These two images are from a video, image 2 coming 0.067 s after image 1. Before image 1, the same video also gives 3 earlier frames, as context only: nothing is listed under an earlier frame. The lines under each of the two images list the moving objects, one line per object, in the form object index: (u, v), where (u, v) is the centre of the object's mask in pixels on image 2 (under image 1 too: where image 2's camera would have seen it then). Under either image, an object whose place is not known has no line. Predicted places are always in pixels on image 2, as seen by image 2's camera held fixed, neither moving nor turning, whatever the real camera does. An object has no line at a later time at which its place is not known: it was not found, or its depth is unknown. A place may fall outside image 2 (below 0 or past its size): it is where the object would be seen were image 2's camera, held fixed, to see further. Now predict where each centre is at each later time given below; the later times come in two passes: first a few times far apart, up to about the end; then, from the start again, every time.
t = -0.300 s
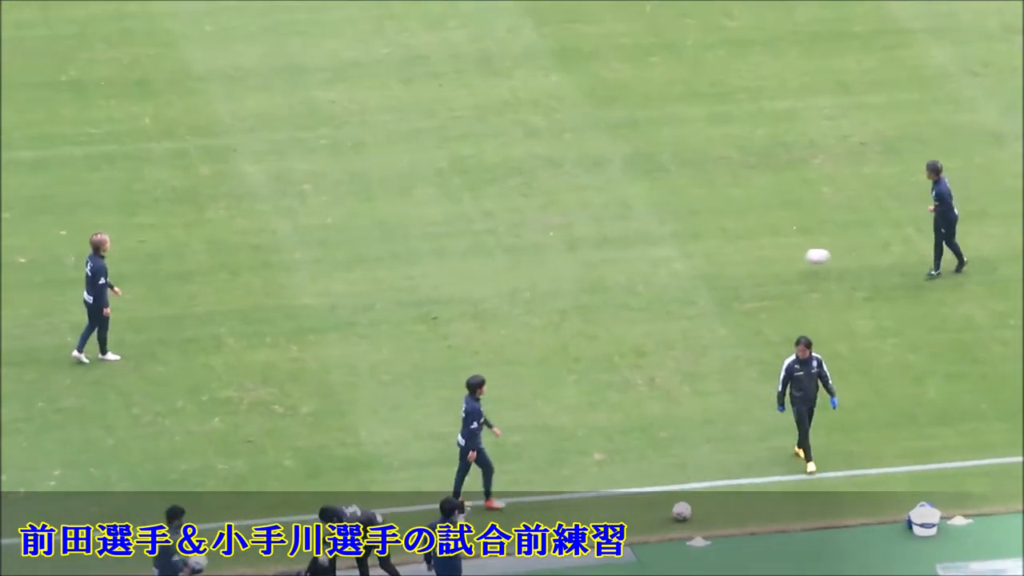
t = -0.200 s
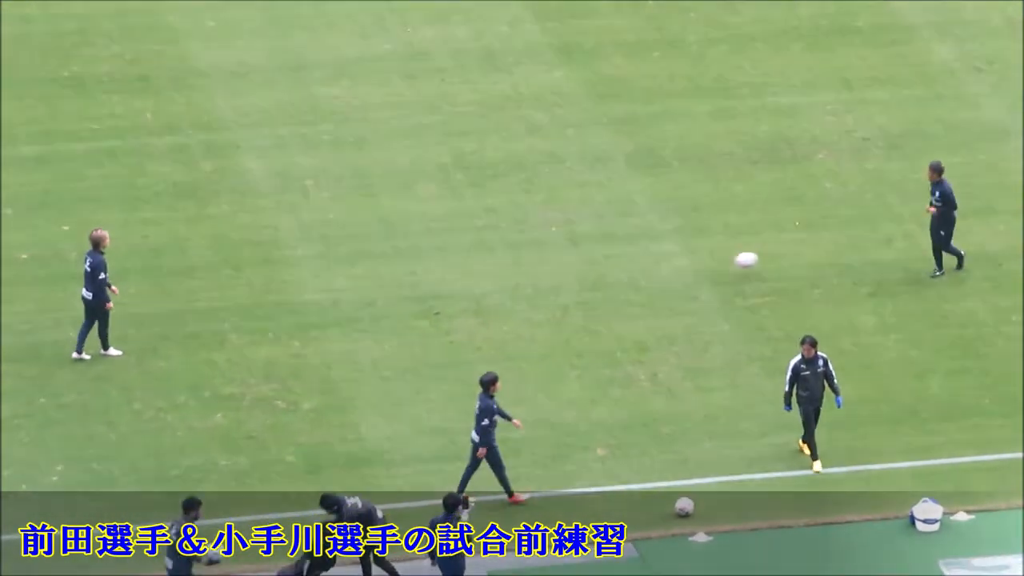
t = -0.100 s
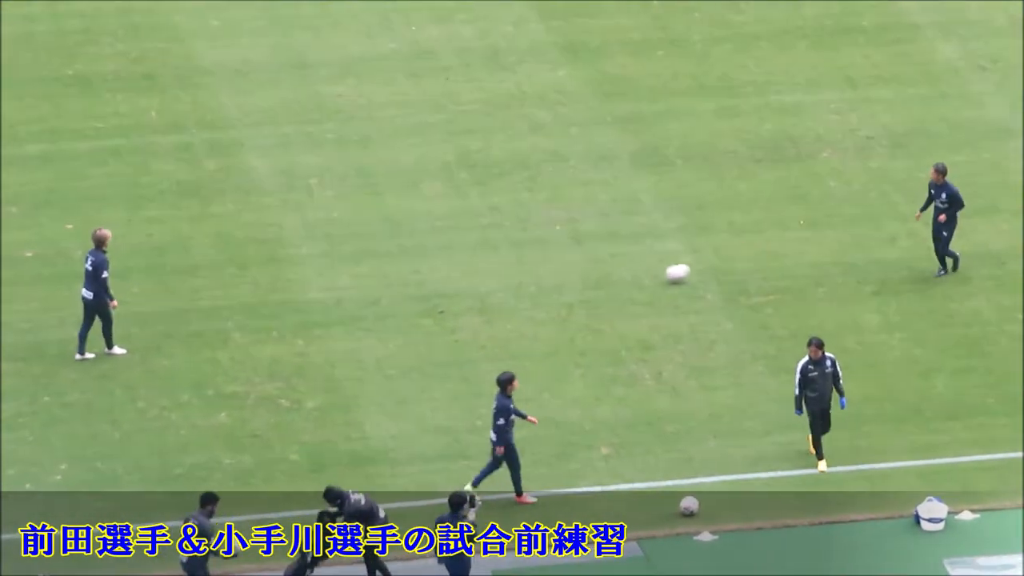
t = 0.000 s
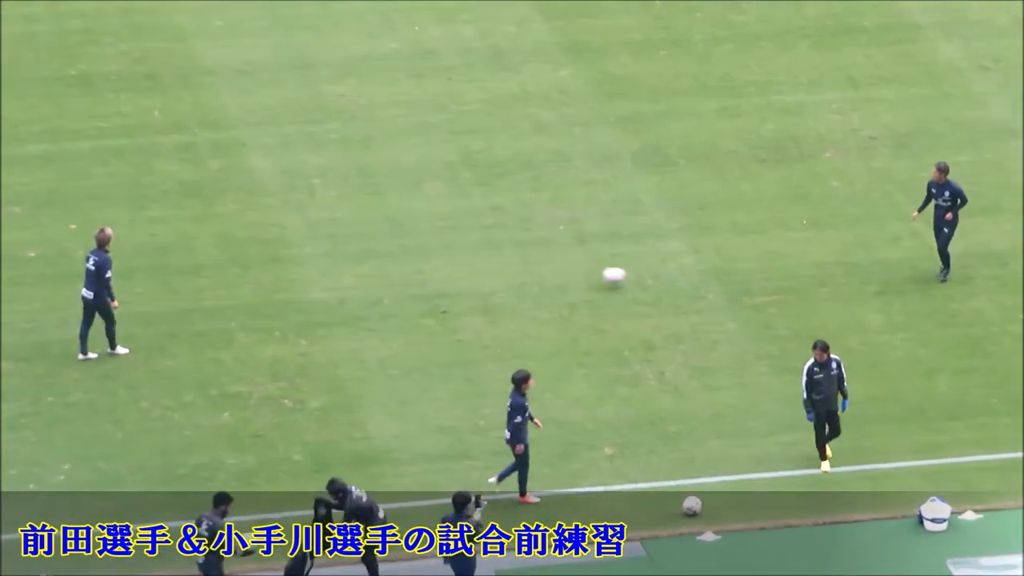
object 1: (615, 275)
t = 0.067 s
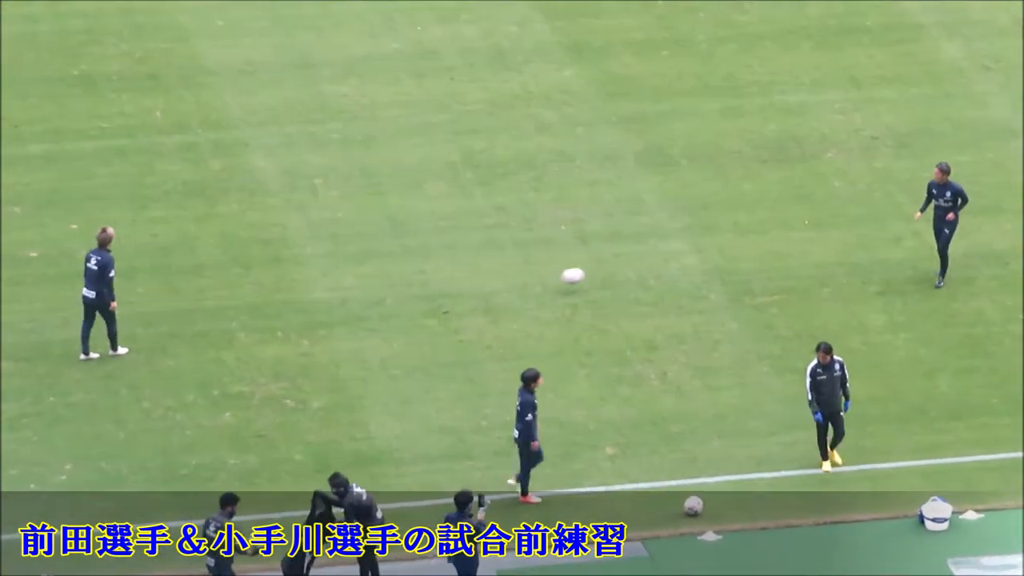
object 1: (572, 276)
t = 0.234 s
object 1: (466, 292)
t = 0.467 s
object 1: (332, 304)
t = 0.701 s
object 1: (216, 314)
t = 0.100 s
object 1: (551, 277)
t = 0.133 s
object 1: (530, 279)
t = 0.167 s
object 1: (509, 283)
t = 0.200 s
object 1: (488, 287)
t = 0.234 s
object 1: (466, 292)
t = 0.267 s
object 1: (445, 297)
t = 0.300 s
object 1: (425, 298)
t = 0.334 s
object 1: (407, 297)
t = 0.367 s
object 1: (388, 298)
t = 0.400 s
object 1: (370, 299)
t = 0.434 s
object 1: (352, 300)
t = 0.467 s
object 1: (332, 304)
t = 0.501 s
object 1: (313, 307)
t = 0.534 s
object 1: (295, 311)
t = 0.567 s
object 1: (279, 312)
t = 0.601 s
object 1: (263, 310)
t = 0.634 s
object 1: (247, 311)
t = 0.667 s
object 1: (232, 311)
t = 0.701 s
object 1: (216, 314)
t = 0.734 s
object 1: (201, 316)
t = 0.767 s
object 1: (185, 320)
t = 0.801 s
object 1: (168, 325)
